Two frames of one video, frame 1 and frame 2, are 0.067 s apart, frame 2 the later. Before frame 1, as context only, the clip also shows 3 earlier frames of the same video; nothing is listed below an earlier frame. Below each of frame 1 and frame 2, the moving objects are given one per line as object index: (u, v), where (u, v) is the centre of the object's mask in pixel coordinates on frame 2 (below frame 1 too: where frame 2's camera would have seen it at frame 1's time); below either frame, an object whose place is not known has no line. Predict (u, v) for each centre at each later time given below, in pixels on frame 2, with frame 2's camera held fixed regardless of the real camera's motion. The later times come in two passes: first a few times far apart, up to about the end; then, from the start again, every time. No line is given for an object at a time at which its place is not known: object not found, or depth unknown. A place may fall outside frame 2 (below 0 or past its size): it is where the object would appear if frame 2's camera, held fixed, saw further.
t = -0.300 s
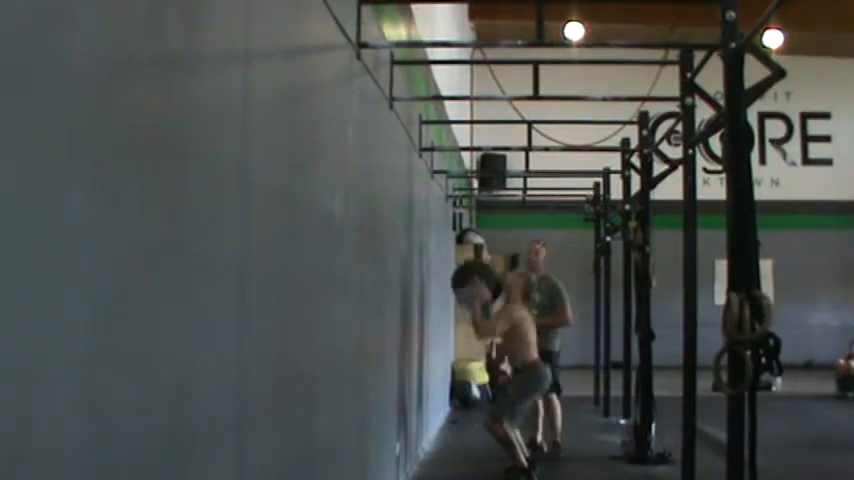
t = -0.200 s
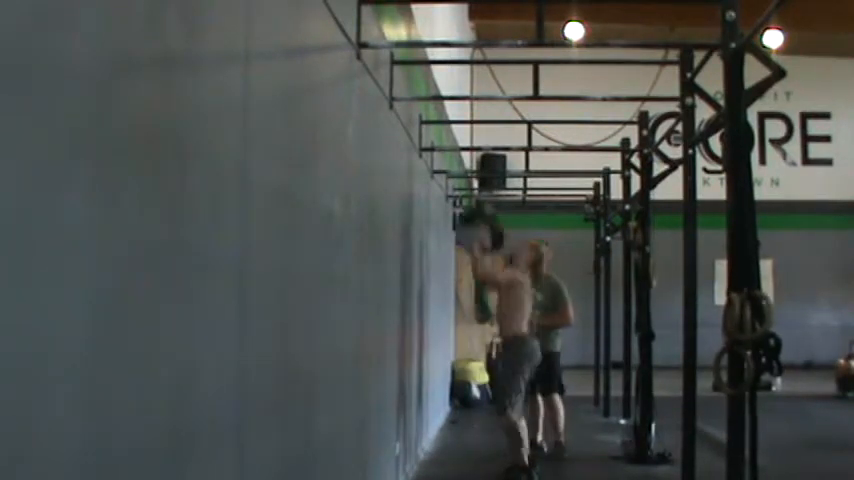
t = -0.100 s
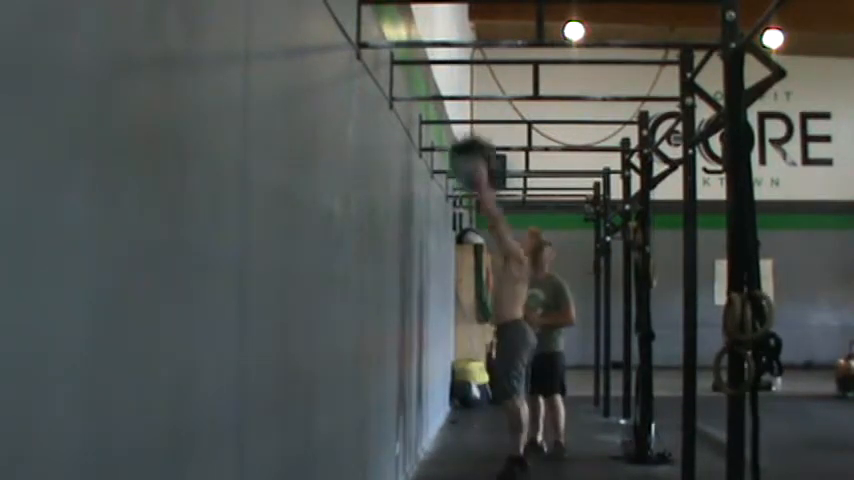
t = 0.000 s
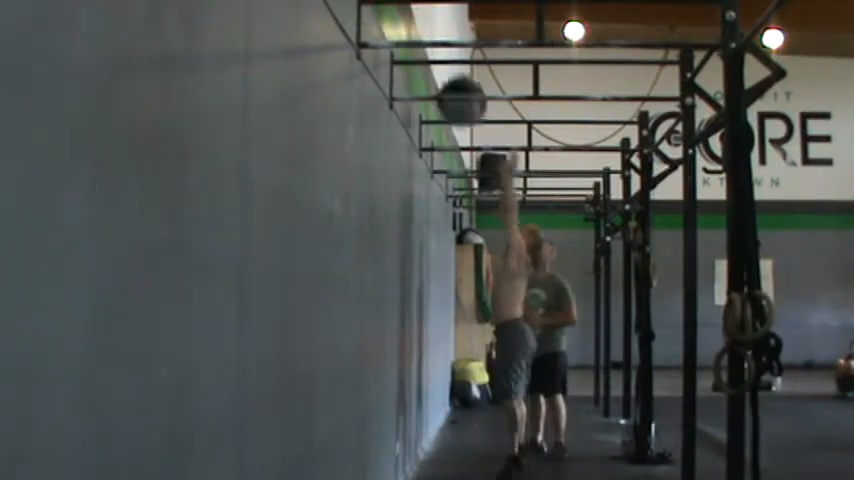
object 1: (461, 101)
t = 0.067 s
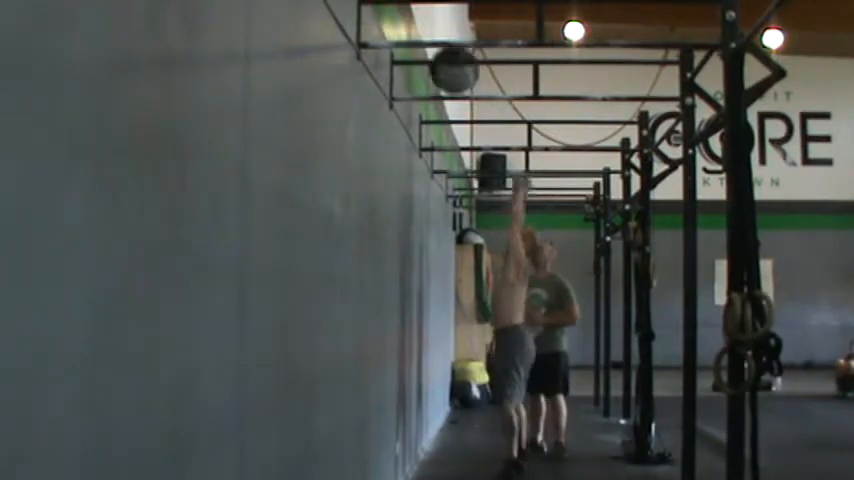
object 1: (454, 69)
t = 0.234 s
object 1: (435, 19)
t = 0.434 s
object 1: (441, 15)
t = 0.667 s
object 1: (457, 68)
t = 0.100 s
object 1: (449, 55)
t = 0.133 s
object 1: (446, 43)
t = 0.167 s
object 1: (443, 32)
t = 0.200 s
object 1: (439, 23)
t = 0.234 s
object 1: (435, 19)
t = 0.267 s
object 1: (431, 18)
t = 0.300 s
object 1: (430, 15)
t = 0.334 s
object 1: (432, 14)
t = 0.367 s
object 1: (435, 14)
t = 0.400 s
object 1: (438, 15)
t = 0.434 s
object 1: (441, 15)
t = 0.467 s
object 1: (443, 17)
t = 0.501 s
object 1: (447, 21)
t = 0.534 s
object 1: (449, 24)
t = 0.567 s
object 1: (451, 32)
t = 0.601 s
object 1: (453, 42)
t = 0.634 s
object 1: (455, 54)
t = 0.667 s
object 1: (457, 68)
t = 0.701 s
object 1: (459, 82)
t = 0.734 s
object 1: (462, 98)
